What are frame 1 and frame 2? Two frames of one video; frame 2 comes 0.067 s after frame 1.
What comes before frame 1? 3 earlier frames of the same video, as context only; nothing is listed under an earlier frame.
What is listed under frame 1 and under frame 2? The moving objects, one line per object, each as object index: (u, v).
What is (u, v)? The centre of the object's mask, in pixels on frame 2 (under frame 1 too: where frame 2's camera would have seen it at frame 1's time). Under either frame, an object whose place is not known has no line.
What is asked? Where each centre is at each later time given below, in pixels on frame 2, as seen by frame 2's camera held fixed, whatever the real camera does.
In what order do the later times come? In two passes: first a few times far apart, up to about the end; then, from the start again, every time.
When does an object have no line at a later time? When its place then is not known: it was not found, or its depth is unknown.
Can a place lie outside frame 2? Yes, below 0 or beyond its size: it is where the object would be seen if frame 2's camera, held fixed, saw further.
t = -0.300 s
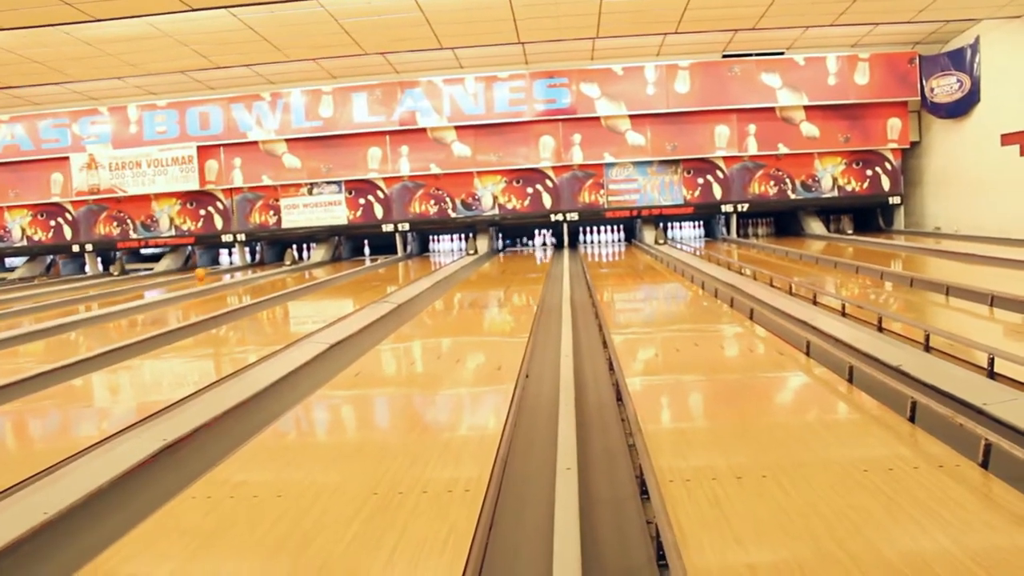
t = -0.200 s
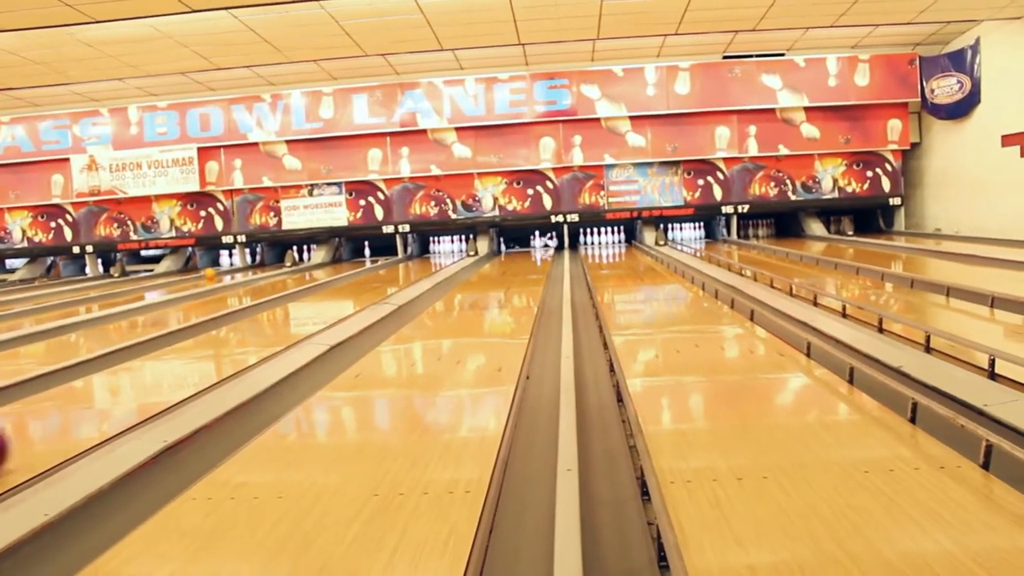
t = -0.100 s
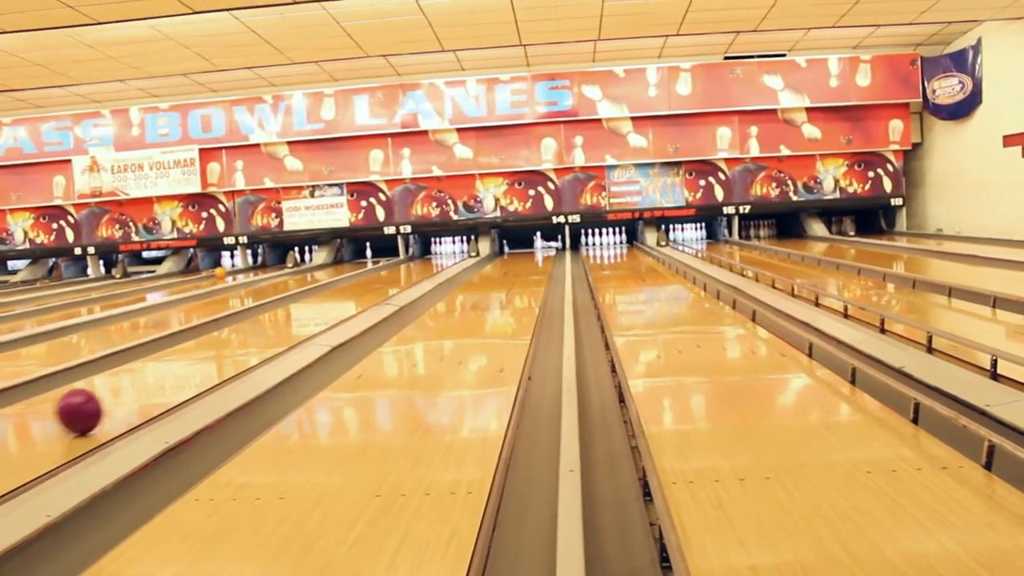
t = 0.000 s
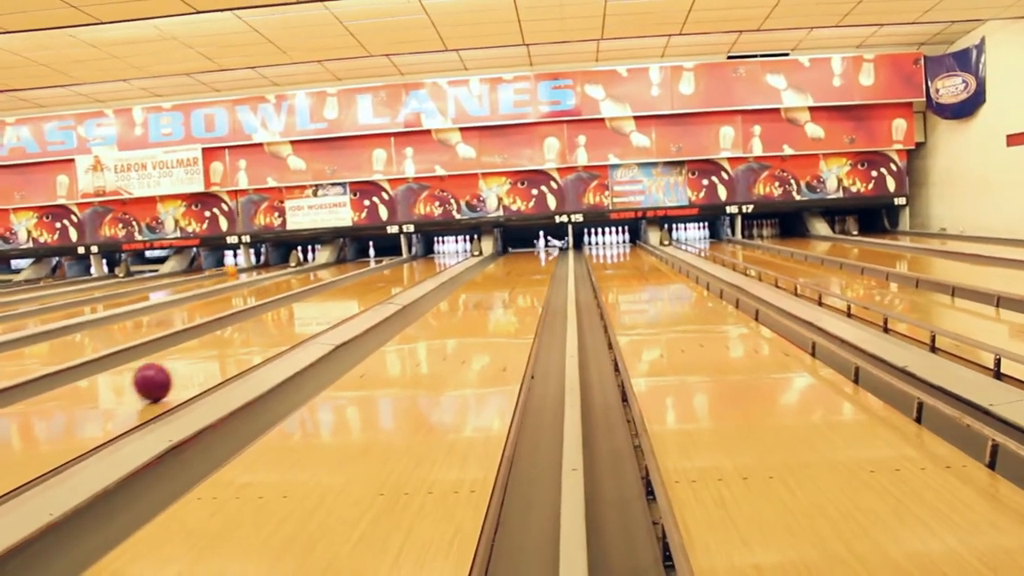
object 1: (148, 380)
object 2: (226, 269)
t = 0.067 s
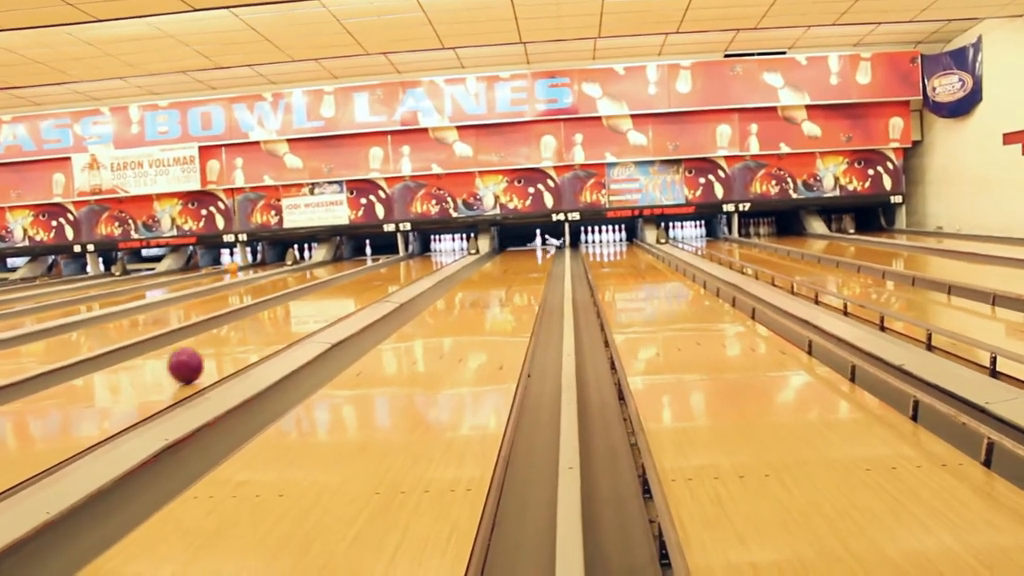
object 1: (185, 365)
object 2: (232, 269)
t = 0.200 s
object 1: (243, 342)
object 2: (244, 266)
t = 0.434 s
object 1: (311, 314)
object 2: (257, 262)
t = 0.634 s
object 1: (351, 299)
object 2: (264, 260)
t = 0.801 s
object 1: (375, 288)
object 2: (272, 257)
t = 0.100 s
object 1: (202, 359)
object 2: (235, 268)
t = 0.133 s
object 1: (217, 352)
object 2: (239, 267)
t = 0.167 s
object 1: (233, 347)
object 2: (240, 266)
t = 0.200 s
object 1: (243, 342)
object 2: (244, 266)
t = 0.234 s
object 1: (255, 337)
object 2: (246, 265)
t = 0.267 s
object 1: (266, 333)
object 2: (247, 265)
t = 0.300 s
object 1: (276, 329)
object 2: (248, 264)
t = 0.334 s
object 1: (285, 325)
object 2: (250, 264)
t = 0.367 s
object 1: (295, 321)
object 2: (252, 264)
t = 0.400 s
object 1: (303, 317)
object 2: (254, 263)
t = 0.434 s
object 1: (311, 314)
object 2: (257, 262)
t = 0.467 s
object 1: (319, 312)
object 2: (258, 262)
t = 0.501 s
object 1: (326, 309)
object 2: (259, 262)
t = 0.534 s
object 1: (333, 305)
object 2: (260, 261)
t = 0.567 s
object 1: (339, 303)
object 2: (261, 260)
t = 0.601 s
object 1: (345, 301)
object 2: (262, 260)
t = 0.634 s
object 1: (351, 299)
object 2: (264, 260)
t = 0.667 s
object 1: (356, 296)
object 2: (265, 258)
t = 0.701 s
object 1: (362, 295)
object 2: (267, 259)
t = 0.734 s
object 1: (366, 292)
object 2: (269, 258)
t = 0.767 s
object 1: (371, 290)
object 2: (270, 258)
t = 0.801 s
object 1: (375, 288)
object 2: (272, 257)
